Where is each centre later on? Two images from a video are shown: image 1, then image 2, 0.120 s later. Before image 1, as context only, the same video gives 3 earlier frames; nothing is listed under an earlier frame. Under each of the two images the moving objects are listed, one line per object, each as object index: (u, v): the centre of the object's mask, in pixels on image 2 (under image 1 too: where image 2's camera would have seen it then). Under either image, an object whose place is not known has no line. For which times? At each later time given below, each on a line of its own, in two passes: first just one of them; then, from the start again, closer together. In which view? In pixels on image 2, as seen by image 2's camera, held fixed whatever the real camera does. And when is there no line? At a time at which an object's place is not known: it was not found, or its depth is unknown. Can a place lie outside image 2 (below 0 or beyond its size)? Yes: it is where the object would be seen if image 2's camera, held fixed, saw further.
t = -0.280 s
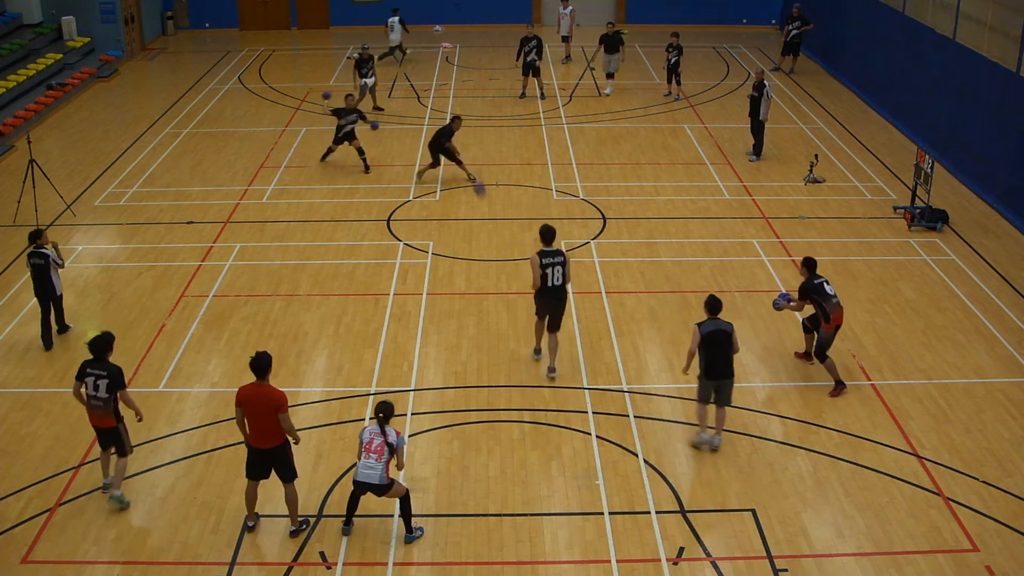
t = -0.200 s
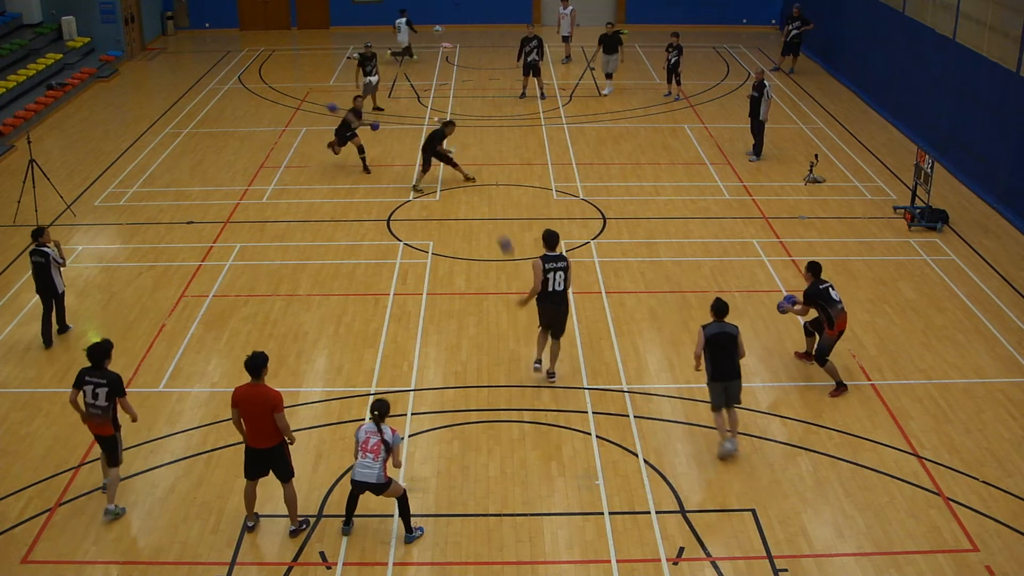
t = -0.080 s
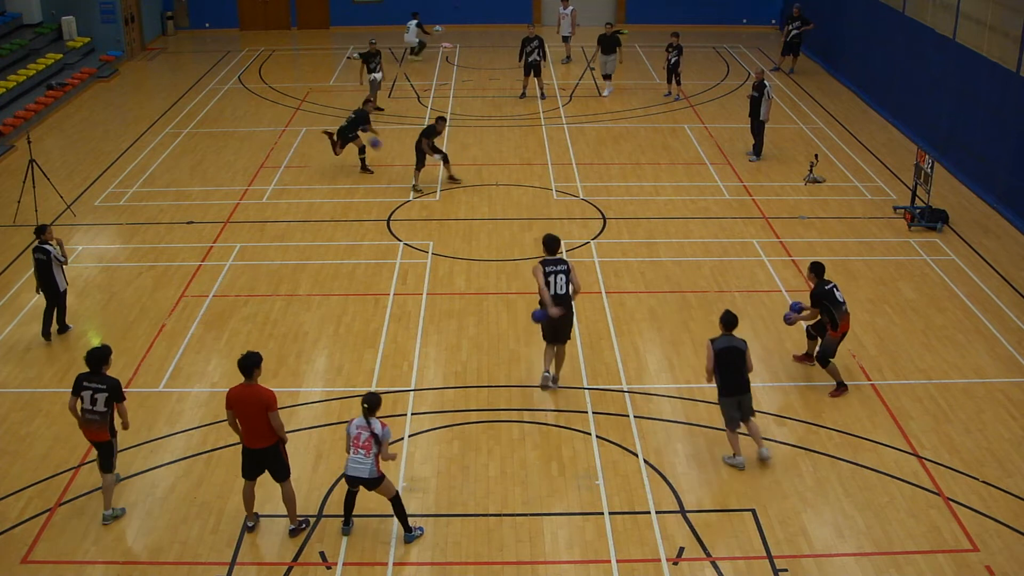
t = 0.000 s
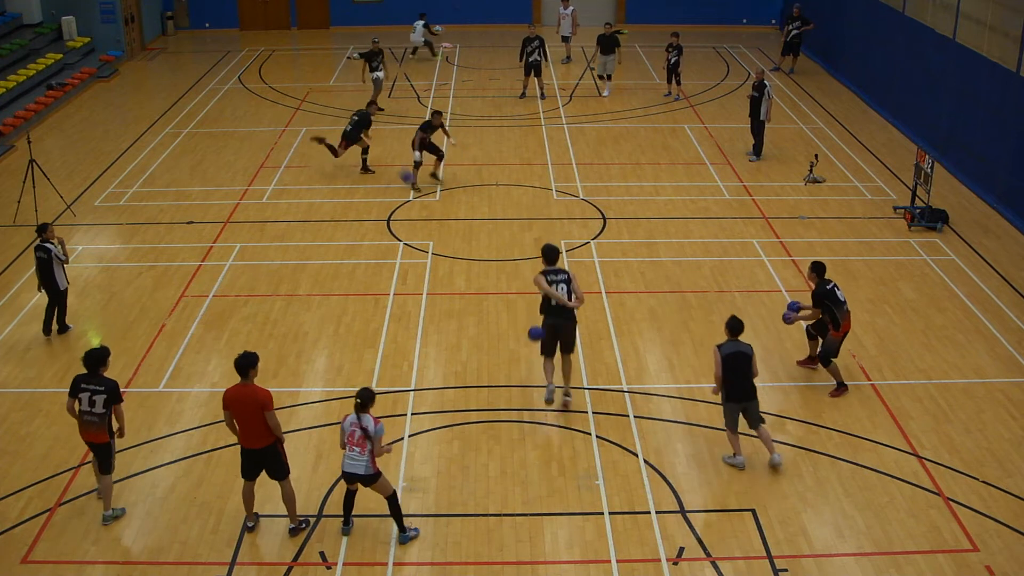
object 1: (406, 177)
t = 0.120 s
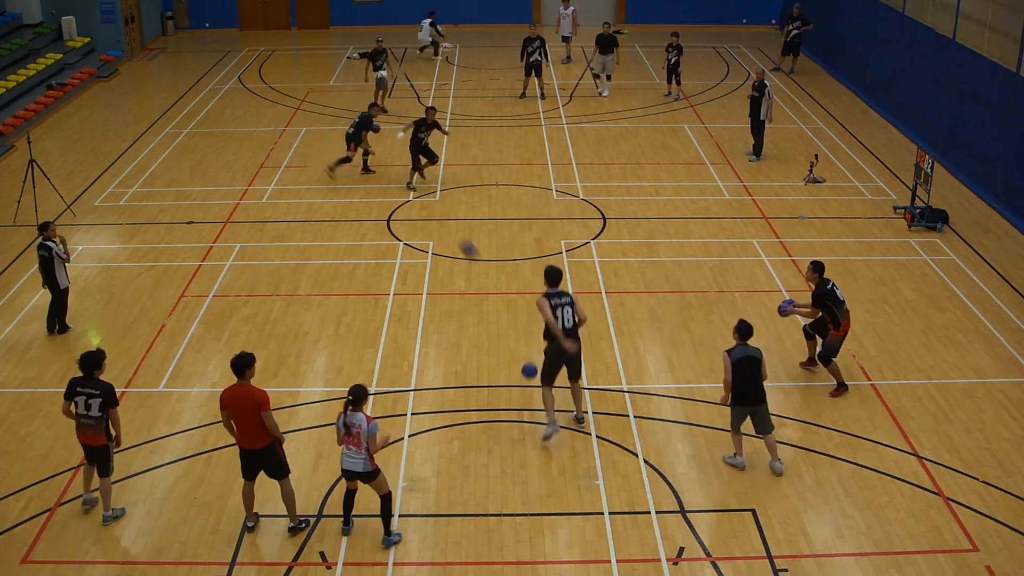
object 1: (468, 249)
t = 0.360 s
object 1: (671, 536)
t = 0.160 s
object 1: (493, 282)
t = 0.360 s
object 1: (671, 536)
